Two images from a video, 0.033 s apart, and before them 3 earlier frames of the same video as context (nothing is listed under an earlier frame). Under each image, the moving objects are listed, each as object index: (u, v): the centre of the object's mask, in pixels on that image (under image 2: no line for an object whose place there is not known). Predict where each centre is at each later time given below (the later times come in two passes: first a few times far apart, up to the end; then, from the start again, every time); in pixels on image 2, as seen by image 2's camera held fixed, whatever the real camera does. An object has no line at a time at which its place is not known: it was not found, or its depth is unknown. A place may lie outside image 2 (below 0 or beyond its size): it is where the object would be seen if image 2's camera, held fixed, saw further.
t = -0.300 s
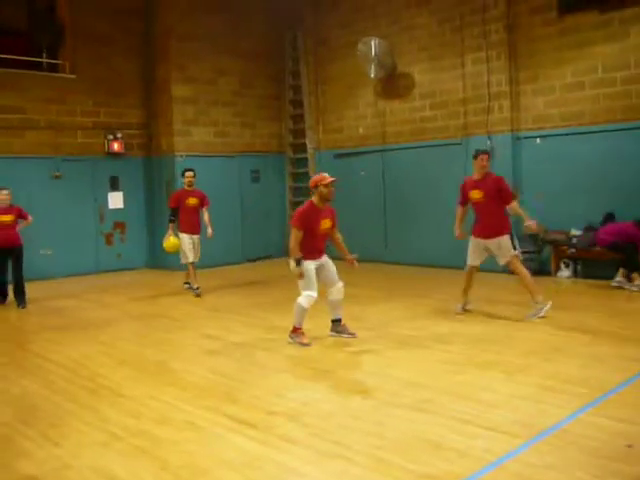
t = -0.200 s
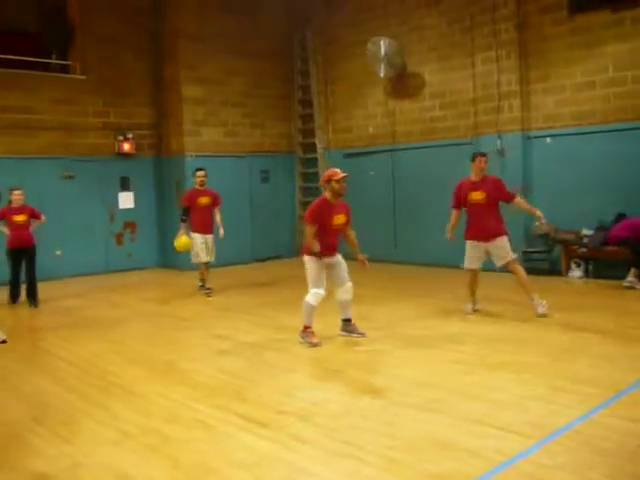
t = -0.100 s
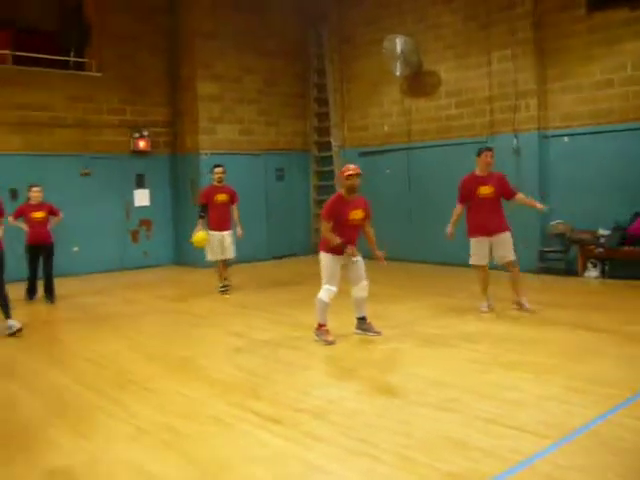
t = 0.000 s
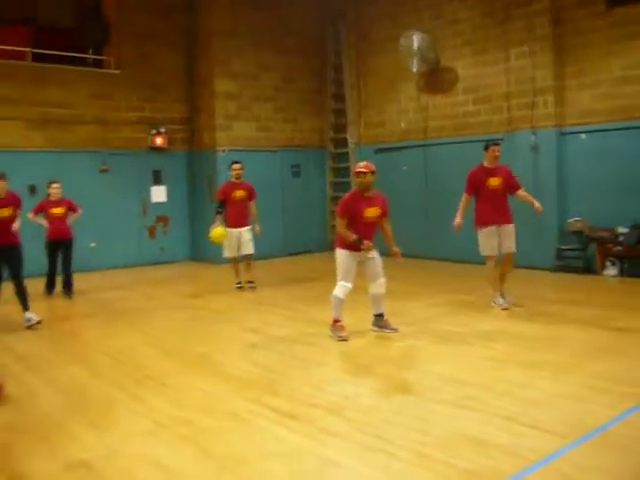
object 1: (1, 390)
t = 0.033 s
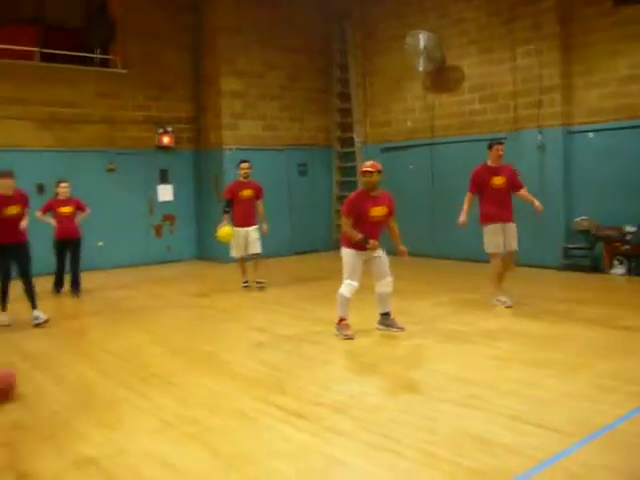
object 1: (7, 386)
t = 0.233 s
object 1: (31, 365)
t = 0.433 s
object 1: (57, 352)
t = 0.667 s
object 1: (84, 343)
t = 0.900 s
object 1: (107, 335)
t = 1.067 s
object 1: (121, 330)
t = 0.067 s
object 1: (6, 377)
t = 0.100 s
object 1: (11, 371)
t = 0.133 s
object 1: (16, 368)
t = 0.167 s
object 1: (21, 365)
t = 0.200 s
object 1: (25, 364)
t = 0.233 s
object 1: (31, 365)
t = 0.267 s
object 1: (36, 368)
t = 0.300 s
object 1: (41, 370)
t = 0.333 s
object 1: (45, 364)
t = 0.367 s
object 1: (49, 358)
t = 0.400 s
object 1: (53, 355)
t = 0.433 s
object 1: (57, 352)
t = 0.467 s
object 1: (61, 352)
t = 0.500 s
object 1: (65, 353)
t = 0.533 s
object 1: (69, 356)
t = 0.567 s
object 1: (72, 354)
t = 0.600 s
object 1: (77, 349)
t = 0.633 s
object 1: (81, 346)
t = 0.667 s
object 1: (84, 343)
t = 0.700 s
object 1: (87, 343)
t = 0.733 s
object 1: (90, 343)
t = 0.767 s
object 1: (94, 345)
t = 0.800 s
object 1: (96, 344)
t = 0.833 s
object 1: (100, 338)
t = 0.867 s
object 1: (103, 336)
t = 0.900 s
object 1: (107, 335)
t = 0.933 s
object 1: (110, 335)
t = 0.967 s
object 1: (112, 336)
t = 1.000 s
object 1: (115, 336)
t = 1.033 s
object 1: (118, 332)
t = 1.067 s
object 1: (121, 330)
